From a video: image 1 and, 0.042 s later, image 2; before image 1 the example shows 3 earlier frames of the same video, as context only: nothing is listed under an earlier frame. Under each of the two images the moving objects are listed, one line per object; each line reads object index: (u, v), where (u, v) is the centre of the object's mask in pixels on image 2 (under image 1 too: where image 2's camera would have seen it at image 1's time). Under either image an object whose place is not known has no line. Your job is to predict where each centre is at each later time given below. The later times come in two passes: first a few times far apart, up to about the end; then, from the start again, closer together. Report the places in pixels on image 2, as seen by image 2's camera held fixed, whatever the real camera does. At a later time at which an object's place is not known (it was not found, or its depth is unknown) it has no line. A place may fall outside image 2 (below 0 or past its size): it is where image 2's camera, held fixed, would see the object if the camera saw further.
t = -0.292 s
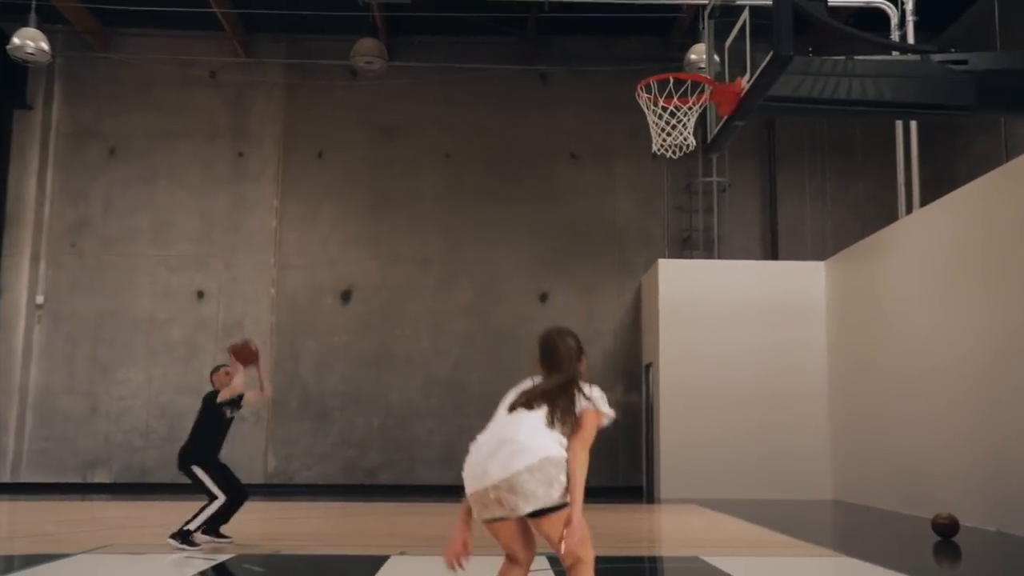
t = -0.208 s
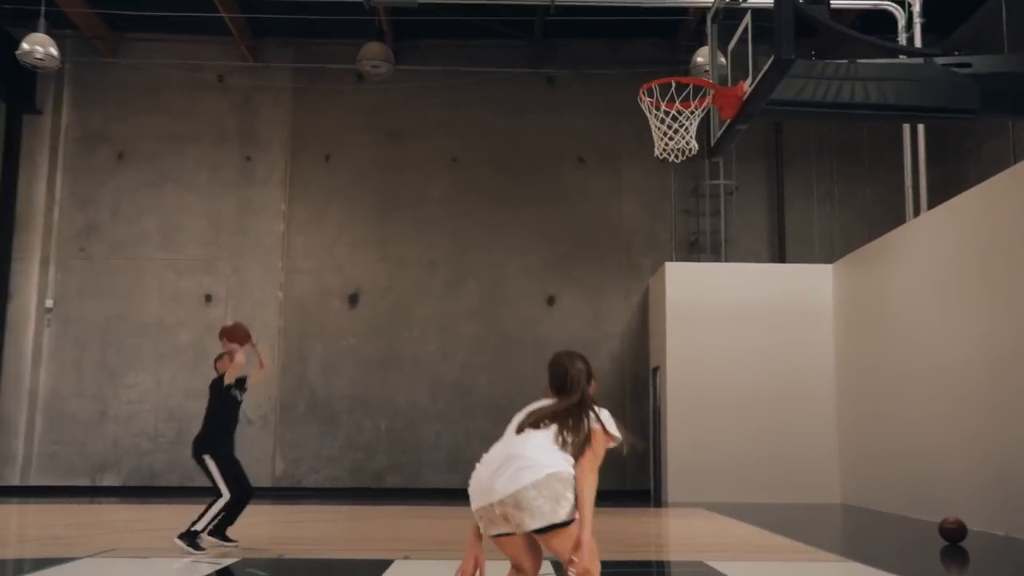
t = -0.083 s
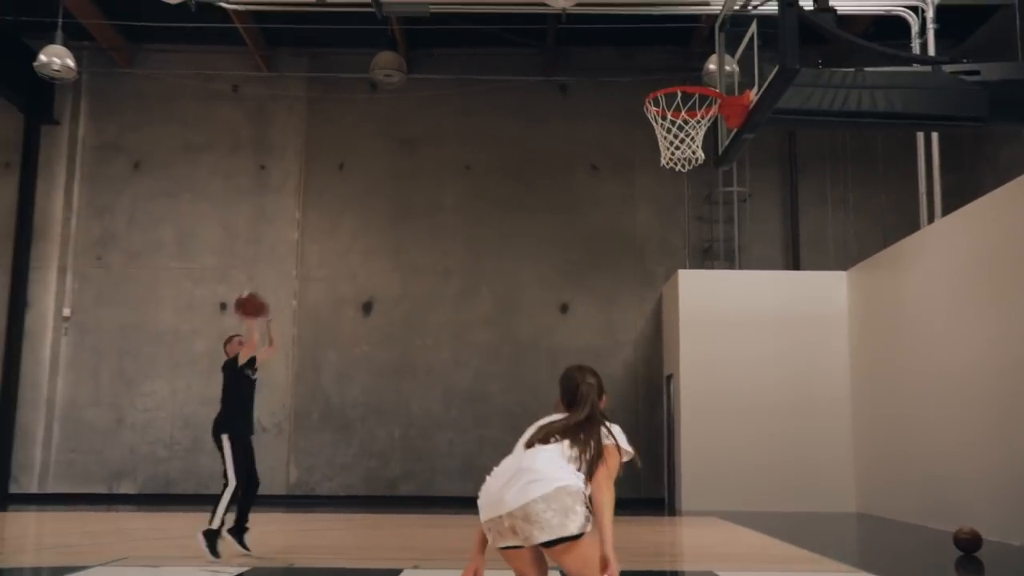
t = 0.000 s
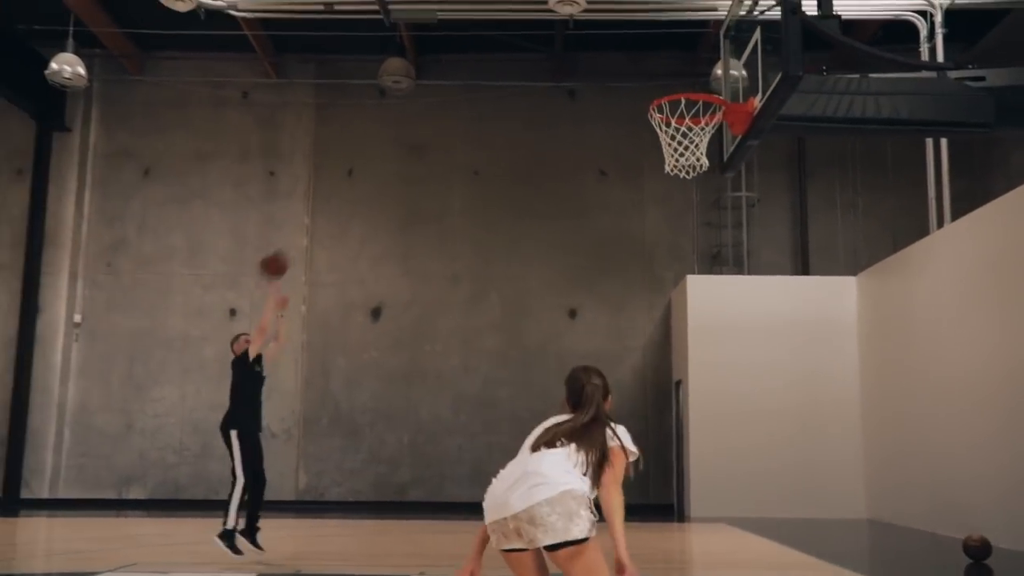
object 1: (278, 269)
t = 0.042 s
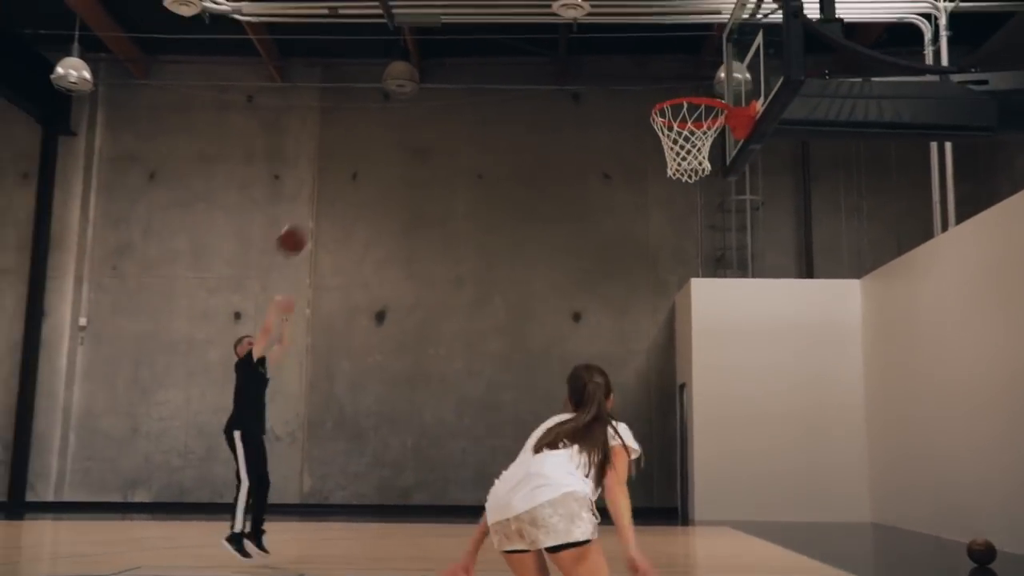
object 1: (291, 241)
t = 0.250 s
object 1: (358, 128)
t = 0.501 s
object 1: (446, 48)
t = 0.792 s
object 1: (559, 46)
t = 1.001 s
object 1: (648, 108)
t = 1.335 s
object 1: (745, 292)
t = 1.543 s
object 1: (799, 484)
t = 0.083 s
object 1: (304, 215)
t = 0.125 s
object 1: (317, 191)
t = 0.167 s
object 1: (331, 168)
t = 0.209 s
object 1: (345, 146)
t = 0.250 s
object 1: (358, 128)
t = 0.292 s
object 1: (373, 109)
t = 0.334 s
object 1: (385, 94)
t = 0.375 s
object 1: (401, 79)
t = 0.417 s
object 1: (418, 67)
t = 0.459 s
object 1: (431, 58)
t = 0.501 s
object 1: (446, 48)
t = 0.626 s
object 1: (493, 34)
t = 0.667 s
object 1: (510, 33)
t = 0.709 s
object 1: (526, 35)
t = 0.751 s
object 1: (542, 39)
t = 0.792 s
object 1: (559, 46)
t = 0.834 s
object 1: (576, 54)
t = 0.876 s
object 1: (594, 66)
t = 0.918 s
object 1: (612, 80)
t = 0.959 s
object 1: (630, 95)
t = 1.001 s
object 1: (648, 108)
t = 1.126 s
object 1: (695, 176)
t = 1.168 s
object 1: (705, 194)
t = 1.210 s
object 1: (714, 212)
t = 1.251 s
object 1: (724, 237)
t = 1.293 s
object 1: (736, 261)
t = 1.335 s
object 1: (745, 292)
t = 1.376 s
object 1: (755, 323)
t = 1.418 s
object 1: (766, 360)
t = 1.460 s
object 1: (776, 398)
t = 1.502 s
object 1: (787, 443)
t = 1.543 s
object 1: (799, 484)
